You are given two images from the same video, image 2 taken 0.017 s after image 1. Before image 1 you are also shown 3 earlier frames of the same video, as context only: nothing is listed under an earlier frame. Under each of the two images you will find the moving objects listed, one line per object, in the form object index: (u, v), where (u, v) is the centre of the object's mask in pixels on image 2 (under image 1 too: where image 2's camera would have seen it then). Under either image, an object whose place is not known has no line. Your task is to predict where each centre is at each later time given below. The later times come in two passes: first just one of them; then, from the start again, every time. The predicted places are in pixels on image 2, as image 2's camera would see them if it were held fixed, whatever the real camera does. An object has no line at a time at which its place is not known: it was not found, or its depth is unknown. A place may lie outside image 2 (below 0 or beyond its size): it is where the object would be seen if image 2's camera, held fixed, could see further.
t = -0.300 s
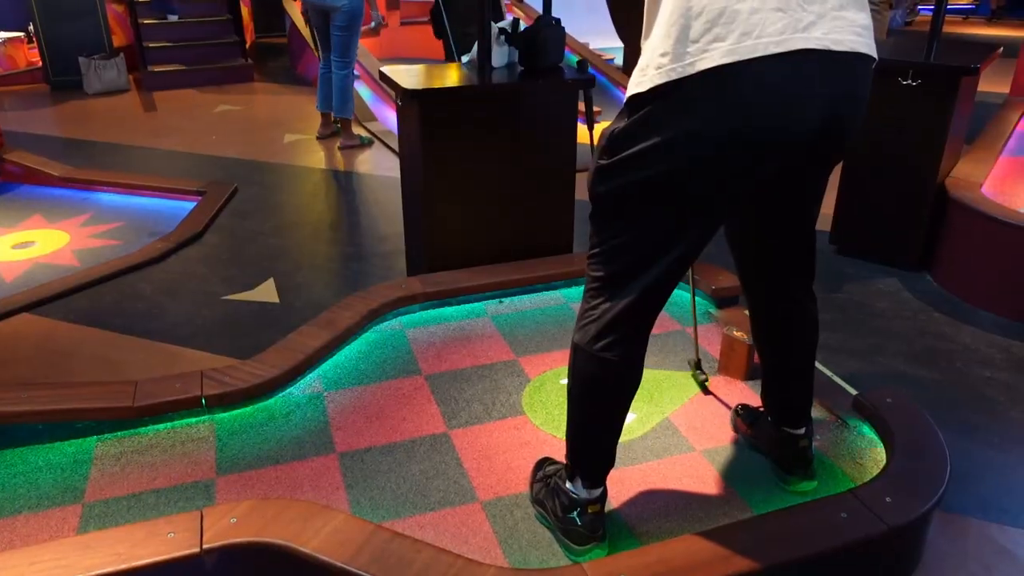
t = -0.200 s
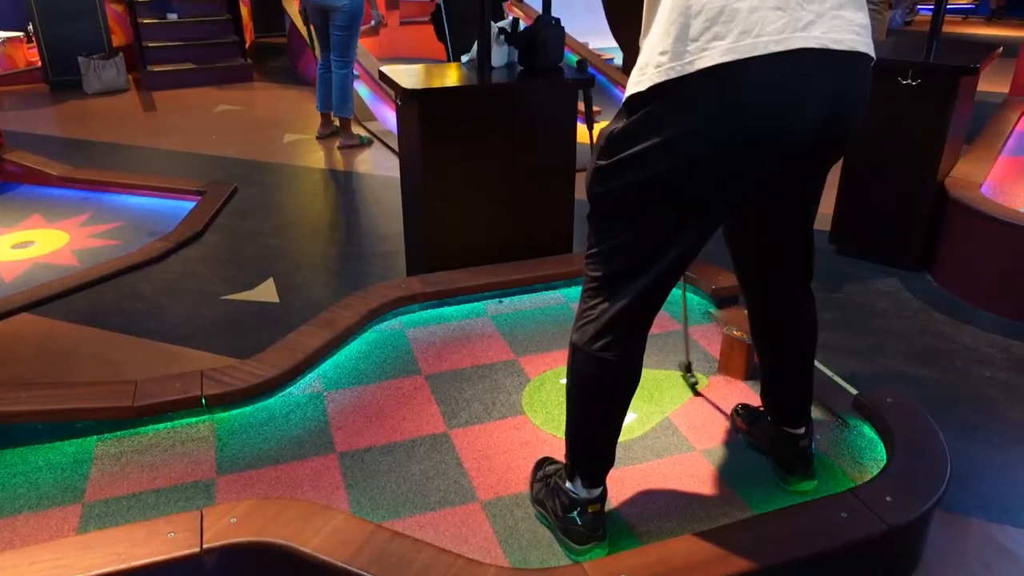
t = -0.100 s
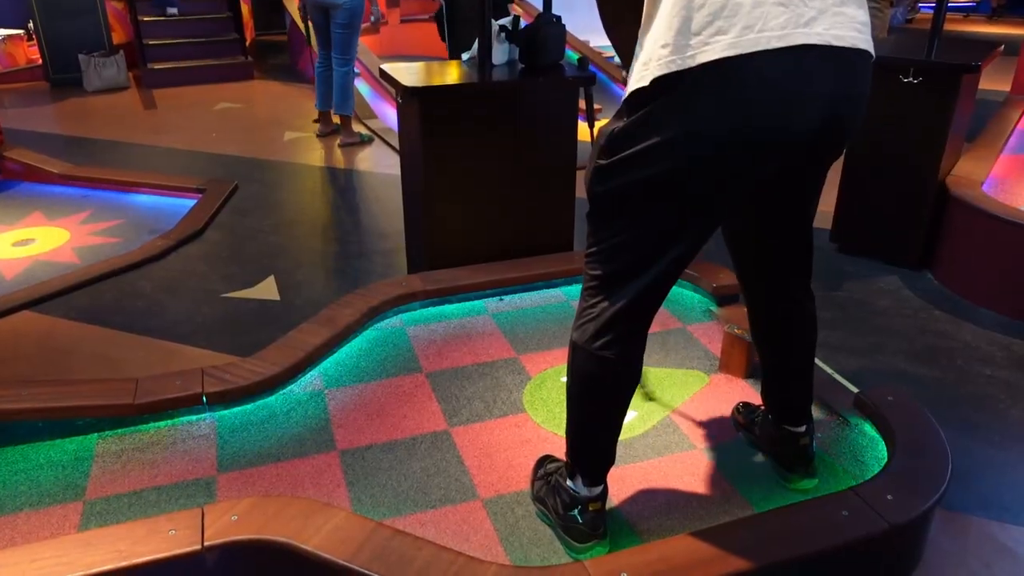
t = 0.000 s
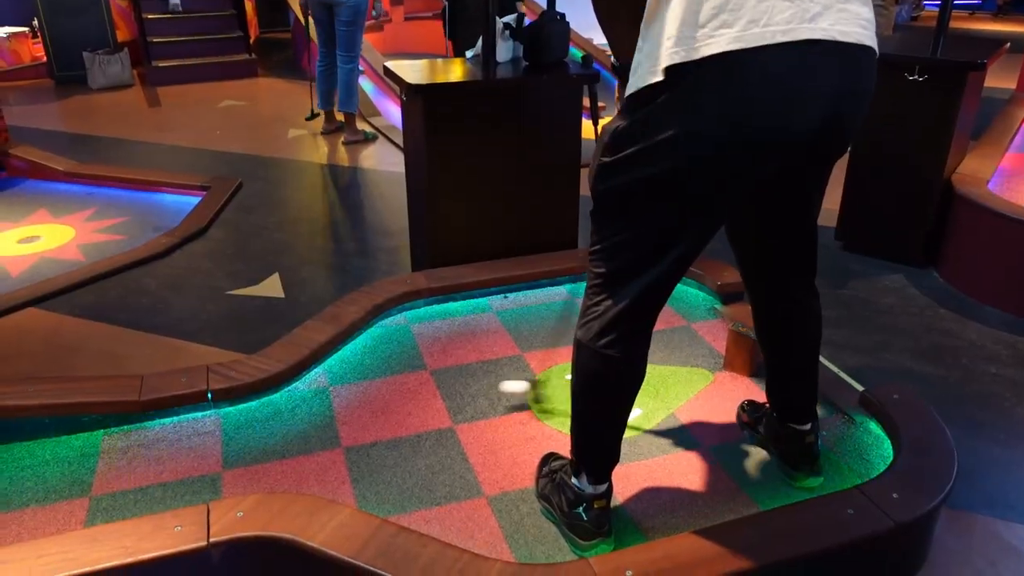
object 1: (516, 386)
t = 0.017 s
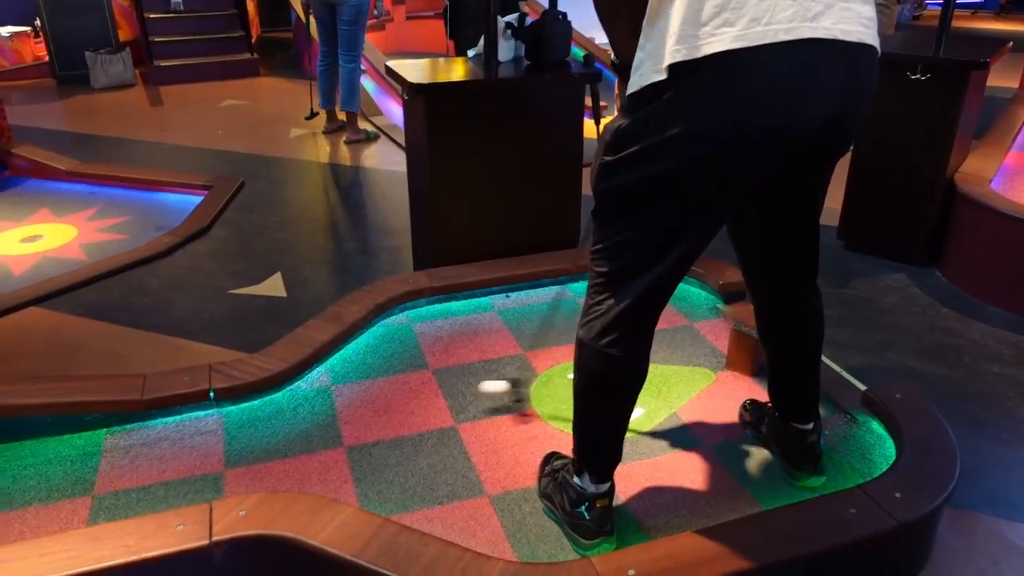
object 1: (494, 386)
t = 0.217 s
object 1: (214, 438)
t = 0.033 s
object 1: (471, 388)
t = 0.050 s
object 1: (448, 391)
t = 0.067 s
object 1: (424, 394)
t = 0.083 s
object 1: (401, 399)
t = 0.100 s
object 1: (377, 403)
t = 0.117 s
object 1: (352, 410)
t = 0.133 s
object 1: (328, 419)
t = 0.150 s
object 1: (305, 427)
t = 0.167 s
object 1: (280, 435)
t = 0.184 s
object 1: (258, 436)
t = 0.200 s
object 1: (236, 436)
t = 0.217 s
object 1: (214, 438)
